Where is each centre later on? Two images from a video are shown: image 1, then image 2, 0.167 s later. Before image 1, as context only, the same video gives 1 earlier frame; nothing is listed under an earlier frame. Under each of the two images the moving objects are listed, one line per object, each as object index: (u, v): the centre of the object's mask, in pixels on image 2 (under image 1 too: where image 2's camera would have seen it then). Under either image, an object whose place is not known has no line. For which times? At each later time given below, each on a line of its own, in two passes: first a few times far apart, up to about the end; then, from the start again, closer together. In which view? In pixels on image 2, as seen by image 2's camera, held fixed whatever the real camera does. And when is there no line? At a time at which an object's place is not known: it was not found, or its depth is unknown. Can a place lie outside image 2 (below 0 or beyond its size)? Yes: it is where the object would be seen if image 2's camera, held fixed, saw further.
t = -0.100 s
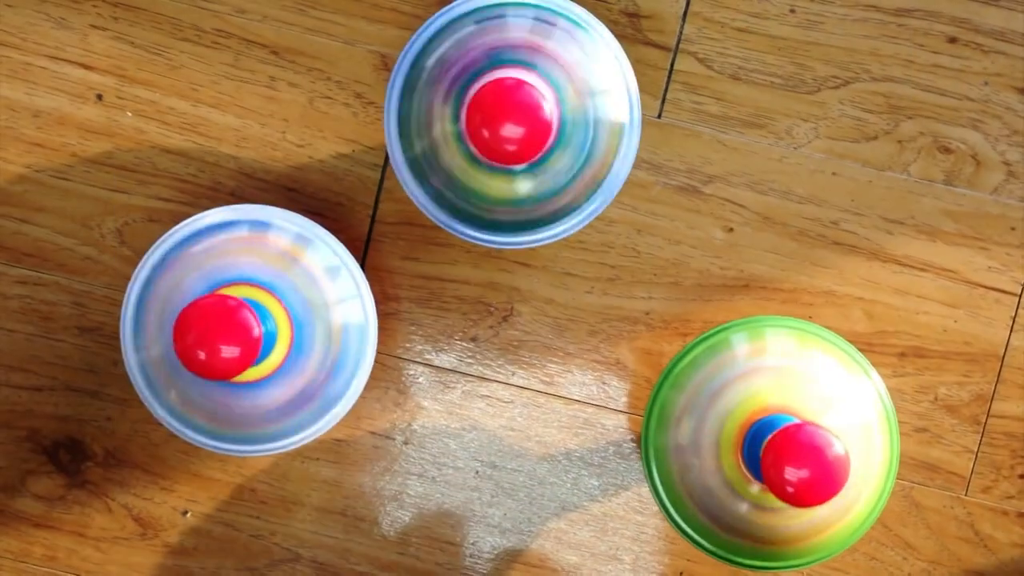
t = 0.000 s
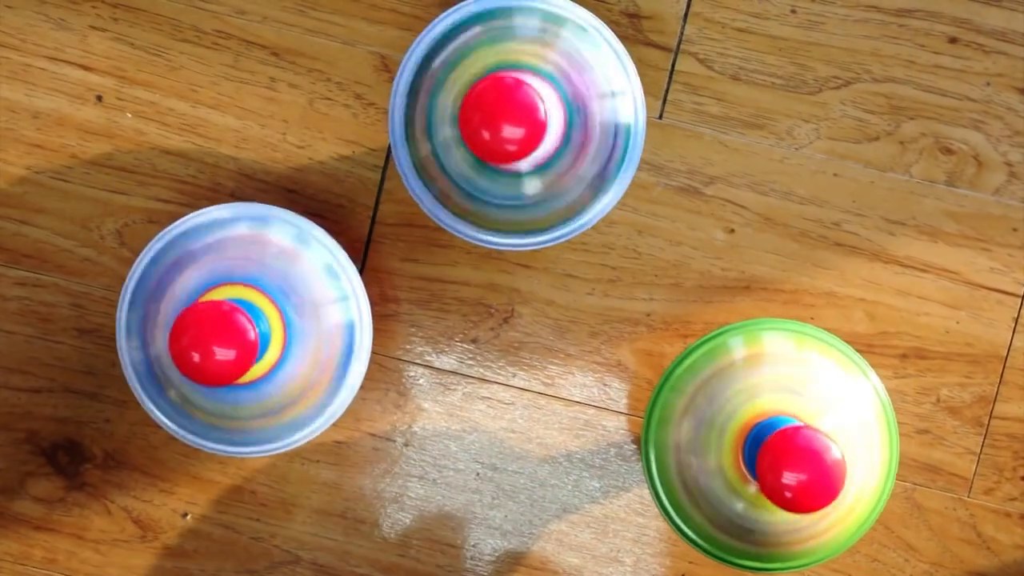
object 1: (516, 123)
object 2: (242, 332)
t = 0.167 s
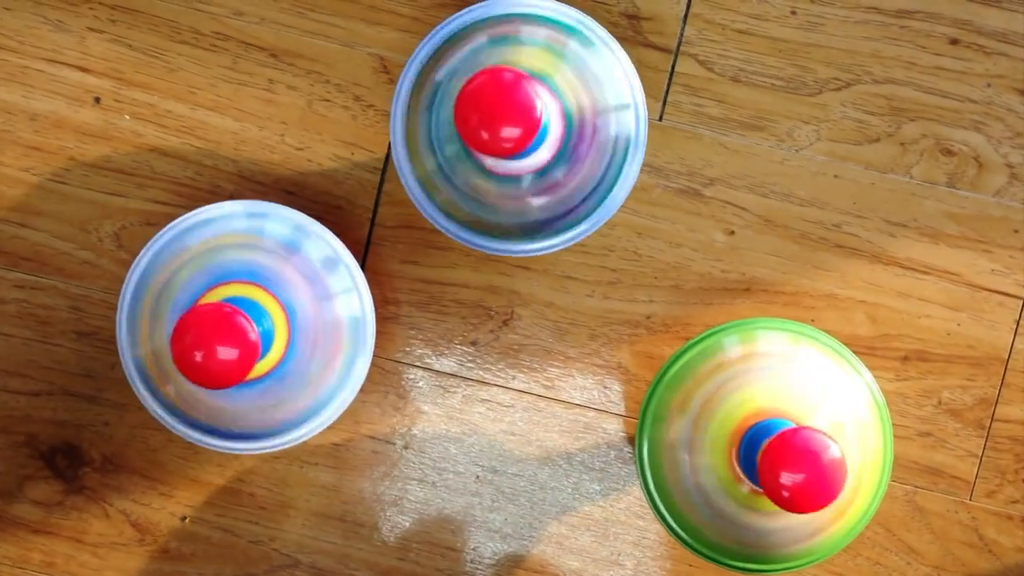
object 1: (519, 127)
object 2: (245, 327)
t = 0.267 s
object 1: (517, 129)
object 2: (246, 326)
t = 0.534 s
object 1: (509, 133)
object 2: (252, 325)
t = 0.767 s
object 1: (501, 131)
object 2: (256, 331)
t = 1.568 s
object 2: (245, 326)
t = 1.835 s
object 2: (250, 324)
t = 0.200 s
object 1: (518, 127)
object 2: (245, 328)
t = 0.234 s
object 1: (519, 128)
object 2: (245, 326)
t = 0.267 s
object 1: (517, 129)
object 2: (246, 326)
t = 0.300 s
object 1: (517, 130)
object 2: (245, 324)
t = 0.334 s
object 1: (516, 132)
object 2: (247, 324)
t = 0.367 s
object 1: (515, 131)
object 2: (247, 324)
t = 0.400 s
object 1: (514, 133)
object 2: (250, 324)
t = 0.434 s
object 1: (512, 133)
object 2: (250, 325)
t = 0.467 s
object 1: (512, 133)
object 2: (251, 324)
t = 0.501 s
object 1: (510, 133)
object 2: (251, 325)
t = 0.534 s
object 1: (509, 133)
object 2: (252, 325)
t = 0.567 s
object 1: (508, 134)
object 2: (252, 326)
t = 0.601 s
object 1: (506, 133)
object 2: (253, 325)
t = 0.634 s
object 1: (505, 133)
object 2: (254, 327)
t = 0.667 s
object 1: (503, 133)
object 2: (254, 327)
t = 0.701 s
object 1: (503, 132)
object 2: (255, 329)
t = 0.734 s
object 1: (501, 132)
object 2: (254, 330)
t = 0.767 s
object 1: (501, 131)
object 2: (256, 331)
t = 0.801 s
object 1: (501, 131)
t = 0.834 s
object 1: (500, 130)
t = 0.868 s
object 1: (501, 130)
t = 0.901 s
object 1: (500, 130)
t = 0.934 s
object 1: (502, 129)
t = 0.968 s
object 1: (501, 129)
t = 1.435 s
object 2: (244, 333)
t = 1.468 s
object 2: (242, 331)
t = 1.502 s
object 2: (244, 329)
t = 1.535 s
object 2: (243, 328)
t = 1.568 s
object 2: (245, 326)
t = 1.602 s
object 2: (246, 327)
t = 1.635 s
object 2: (246, 326)
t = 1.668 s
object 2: (247, 327)
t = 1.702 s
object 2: (246, 326)
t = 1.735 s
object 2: (247, 326)
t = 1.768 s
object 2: (247, 325)
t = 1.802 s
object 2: (249, 324)
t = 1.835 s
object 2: (250, 324)
